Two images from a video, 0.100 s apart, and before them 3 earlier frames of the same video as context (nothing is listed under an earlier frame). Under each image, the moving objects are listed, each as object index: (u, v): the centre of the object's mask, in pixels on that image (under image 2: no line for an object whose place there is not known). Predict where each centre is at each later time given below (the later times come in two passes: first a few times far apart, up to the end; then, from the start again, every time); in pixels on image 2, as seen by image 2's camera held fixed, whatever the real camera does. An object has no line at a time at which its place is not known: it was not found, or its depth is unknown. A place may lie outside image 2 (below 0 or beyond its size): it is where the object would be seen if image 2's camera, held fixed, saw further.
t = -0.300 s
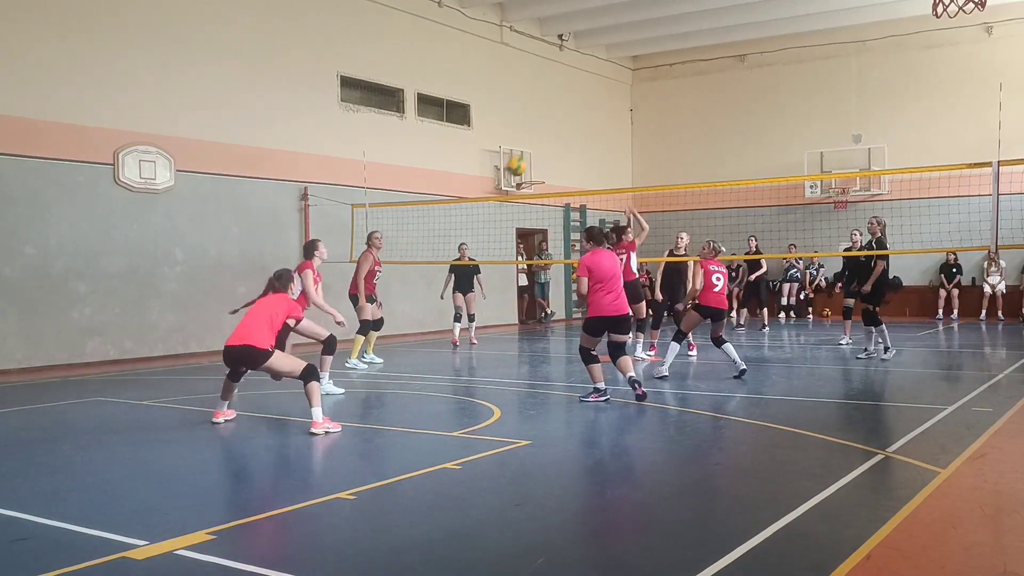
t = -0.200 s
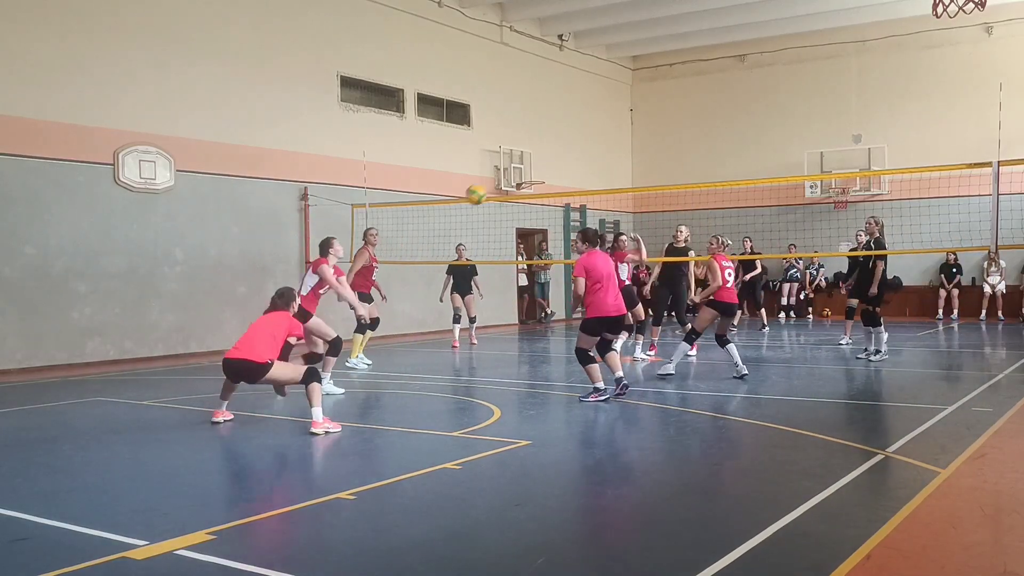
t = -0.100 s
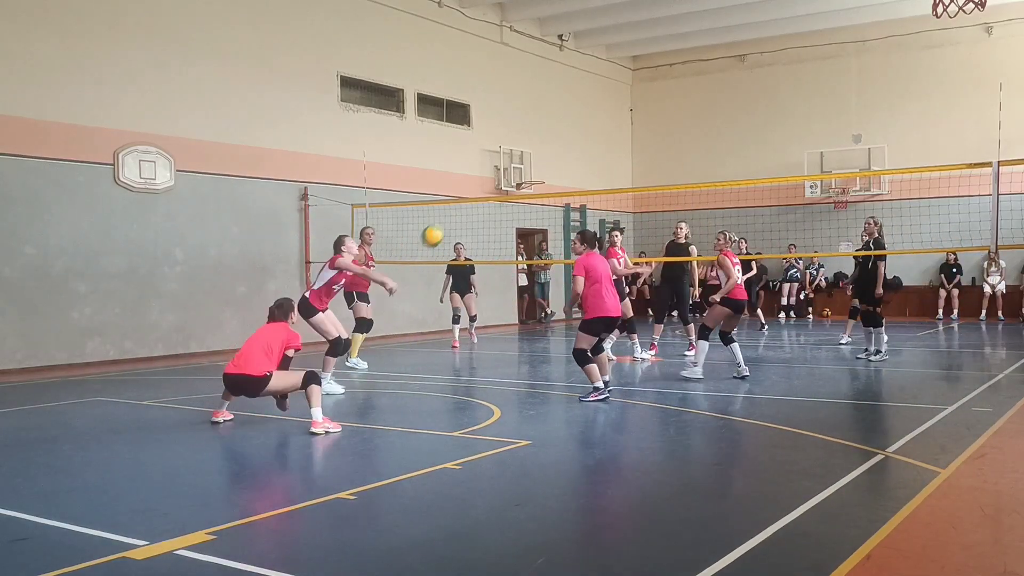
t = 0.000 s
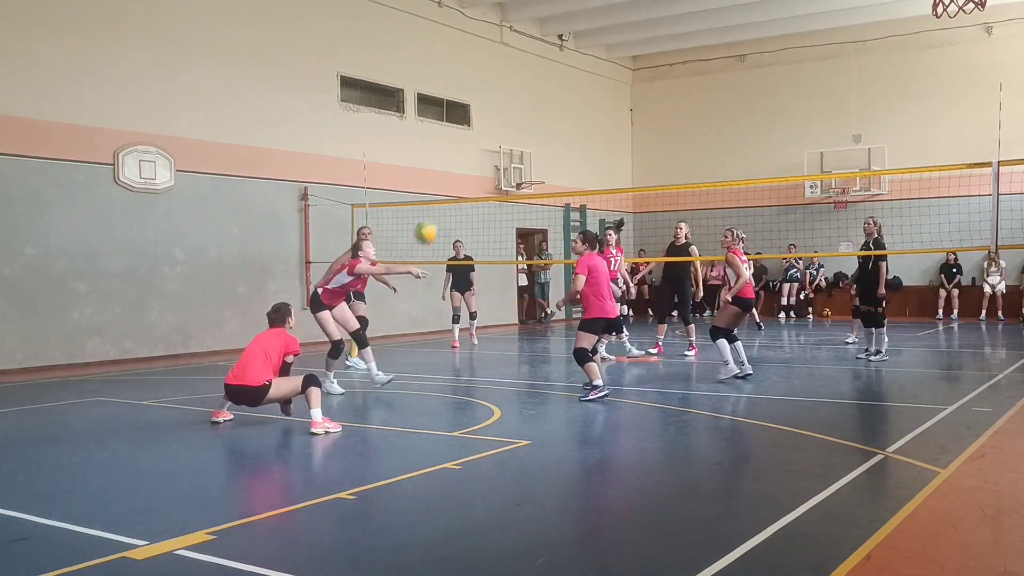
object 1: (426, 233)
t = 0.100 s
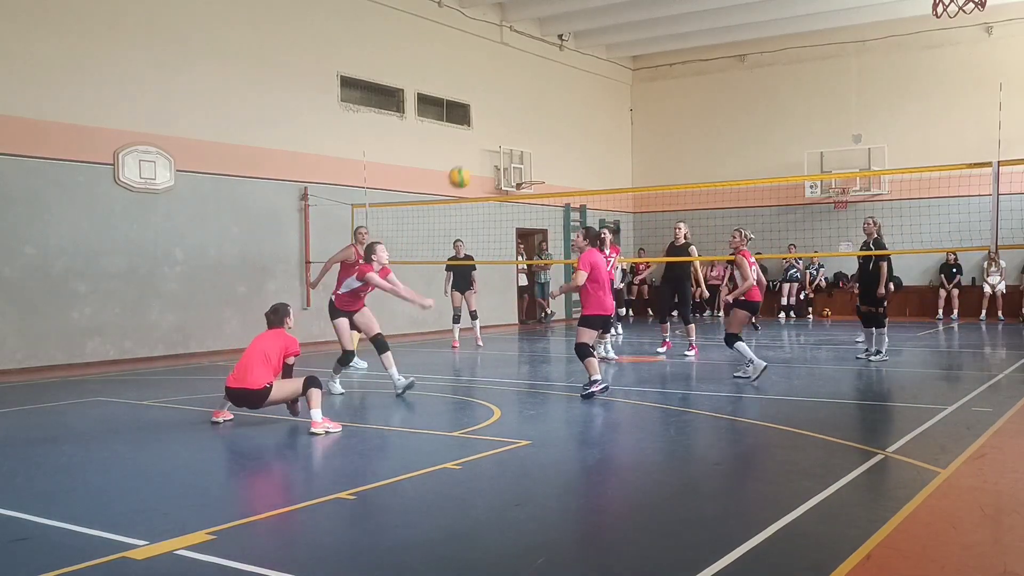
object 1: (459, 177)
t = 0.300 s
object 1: (522, 103)
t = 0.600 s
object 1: (605, 71)
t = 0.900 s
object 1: (679, 123)
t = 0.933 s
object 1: (686, 133)
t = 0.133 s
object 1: (470, 162)
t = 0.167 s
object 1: (481, 148)
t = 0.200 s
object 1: (491, 134)
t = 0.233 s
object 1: (501, 123)
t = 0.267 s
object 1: (512, 112)
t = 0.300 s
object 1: (522, 103)
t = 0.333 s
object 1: (532, 95)
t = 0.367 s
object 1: (541, 88)
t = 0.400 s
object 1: (551, 83)
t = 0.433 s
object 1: (561, 78)
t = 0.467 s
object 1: (570, 75)
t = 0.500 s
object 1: (579, 72)
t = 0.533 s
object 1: (588, 71)
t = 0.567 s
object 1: (596, 71)
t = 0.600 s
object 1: (605, 71)
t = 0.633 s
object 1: (614, 73)
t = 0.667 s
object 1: (622, 76)
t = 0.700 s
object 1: (631, 80)
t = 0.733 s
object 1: (639, 85)
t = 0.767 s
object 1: (647, 91)
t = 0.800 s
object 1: (655, 97)
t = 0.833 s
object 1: (663, 105)
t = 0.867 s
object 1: (671, 114)
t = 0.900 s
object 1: (679, 123)
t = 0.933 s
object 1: (686, 133)
